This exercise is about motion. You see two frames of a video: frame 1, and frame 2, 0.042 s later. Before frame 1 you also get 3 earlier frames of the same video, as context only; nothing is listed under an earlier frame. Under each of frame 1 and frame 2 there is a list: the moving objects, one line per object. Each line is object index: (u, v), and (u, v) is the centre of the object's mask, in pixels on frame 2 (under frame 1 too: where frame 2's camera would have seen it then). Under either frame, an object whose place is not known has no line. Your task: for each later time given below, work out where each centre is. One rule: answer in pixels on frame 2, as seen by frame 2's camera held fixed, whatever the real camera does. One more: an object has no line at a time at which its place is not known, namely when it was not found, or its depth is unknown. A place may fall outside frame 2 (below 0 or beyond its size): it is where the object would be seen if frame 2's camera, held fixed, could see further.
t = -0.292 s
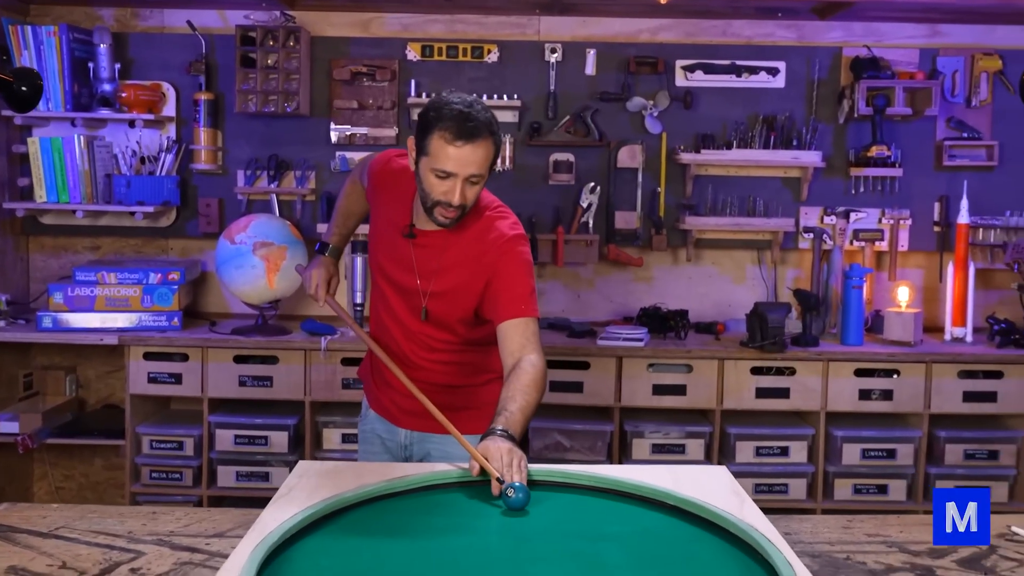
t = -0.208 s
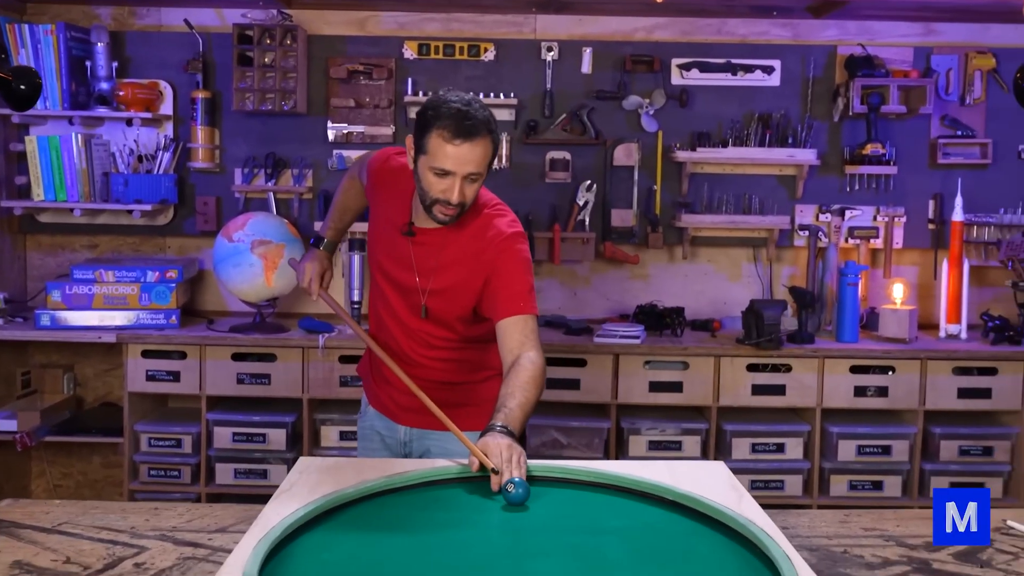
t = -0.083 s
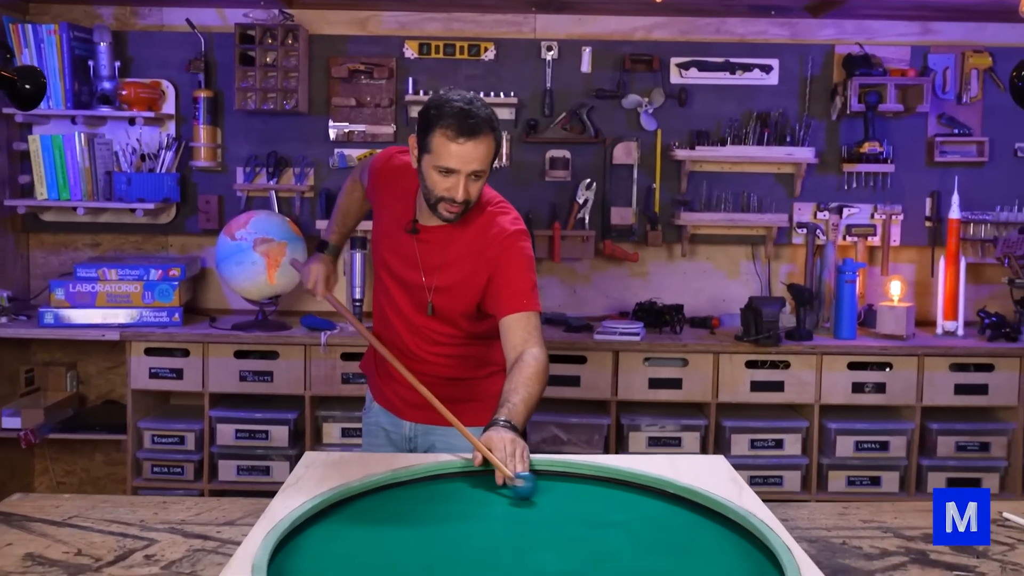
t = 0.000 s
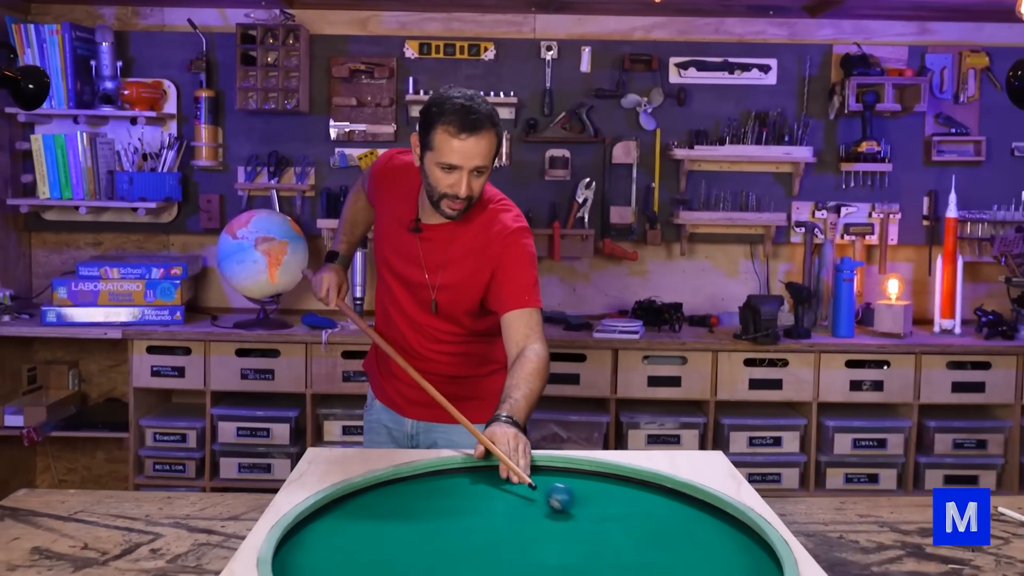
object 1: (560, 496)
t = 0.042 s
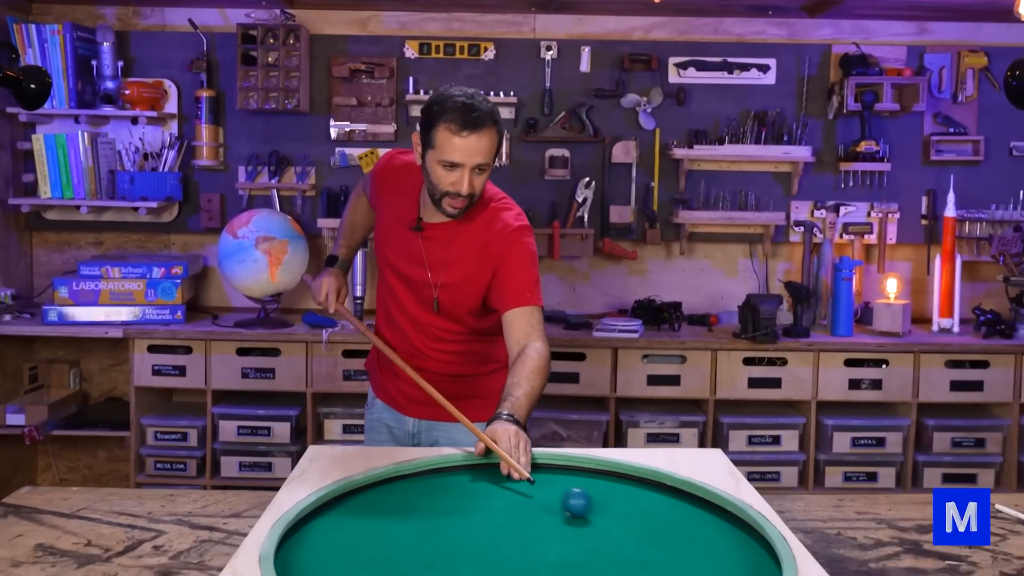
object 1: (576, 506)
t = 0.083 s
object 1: (592, 514)
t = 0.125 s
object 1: (608, 522)
